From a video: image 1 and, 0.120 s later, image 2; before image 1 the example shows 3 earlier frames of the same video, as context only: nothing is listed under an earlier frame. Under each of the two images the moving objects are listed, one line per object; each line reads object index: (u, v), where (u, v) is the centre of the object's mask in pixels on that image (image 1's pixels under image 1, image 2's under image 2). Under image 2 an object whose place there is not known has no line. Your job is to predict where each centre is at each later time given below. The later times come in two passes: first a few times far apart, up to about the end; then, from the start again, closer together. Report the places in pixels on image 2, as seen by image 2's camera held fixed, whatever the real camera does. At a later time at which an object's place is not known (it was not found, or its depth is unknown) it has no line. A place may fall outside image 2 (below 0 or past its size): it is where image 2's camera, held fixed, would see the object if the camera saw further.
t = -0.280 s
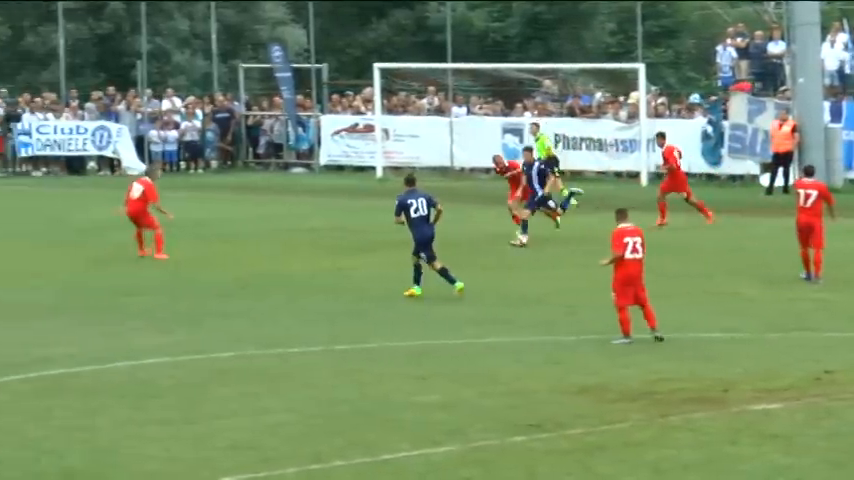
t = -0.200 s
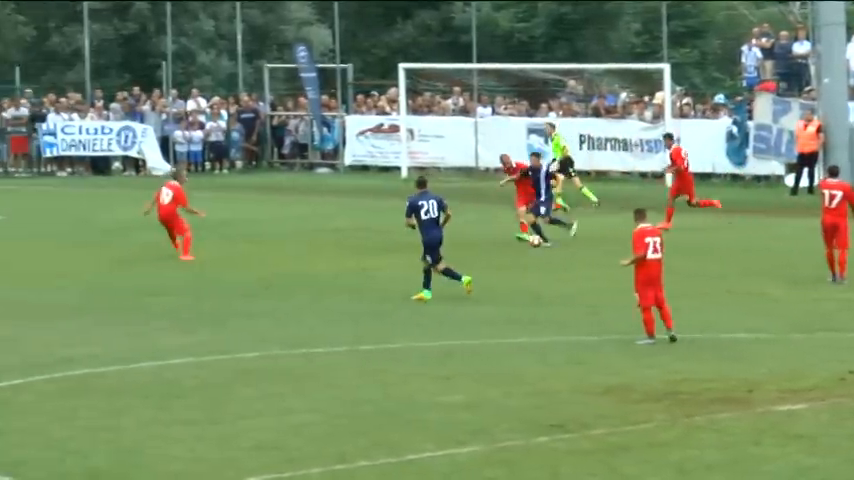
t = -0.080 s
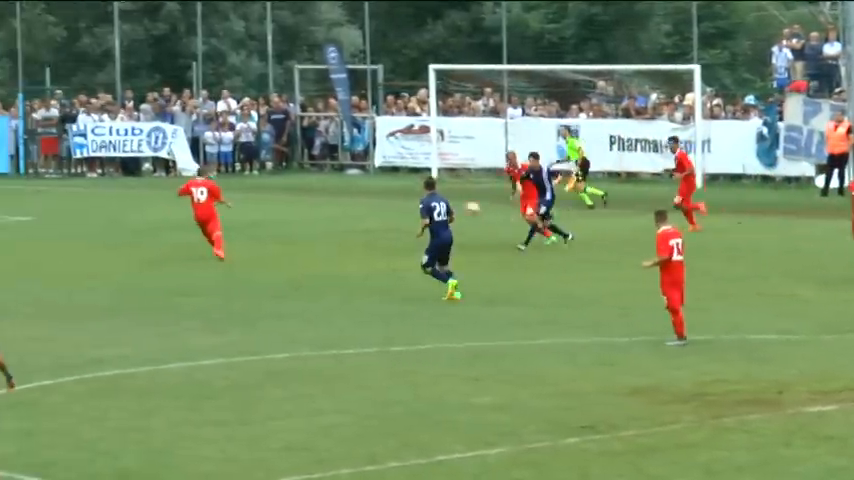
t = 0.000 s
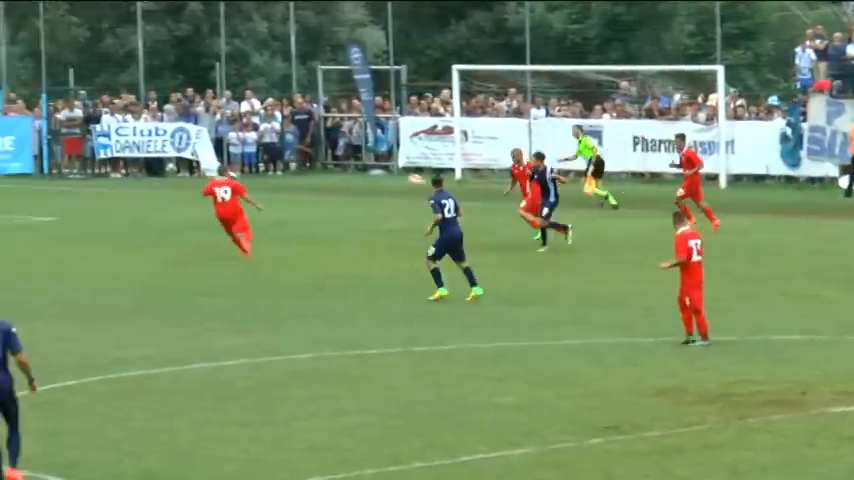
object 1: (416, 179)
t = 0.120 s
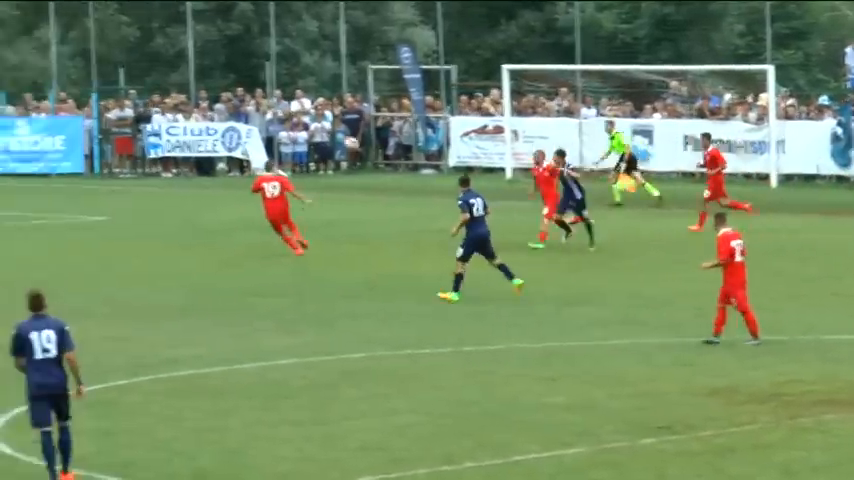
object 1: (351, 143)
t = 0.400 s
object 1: (99, 80)
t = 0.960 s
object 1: (-356, 61)
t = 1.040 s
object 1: (-416, 72)
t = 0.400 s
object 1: (99, 80)
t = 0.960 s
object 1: (-356, 61)
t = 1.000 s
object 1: (-386, 65)
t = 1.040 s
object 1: (-416, 72)
